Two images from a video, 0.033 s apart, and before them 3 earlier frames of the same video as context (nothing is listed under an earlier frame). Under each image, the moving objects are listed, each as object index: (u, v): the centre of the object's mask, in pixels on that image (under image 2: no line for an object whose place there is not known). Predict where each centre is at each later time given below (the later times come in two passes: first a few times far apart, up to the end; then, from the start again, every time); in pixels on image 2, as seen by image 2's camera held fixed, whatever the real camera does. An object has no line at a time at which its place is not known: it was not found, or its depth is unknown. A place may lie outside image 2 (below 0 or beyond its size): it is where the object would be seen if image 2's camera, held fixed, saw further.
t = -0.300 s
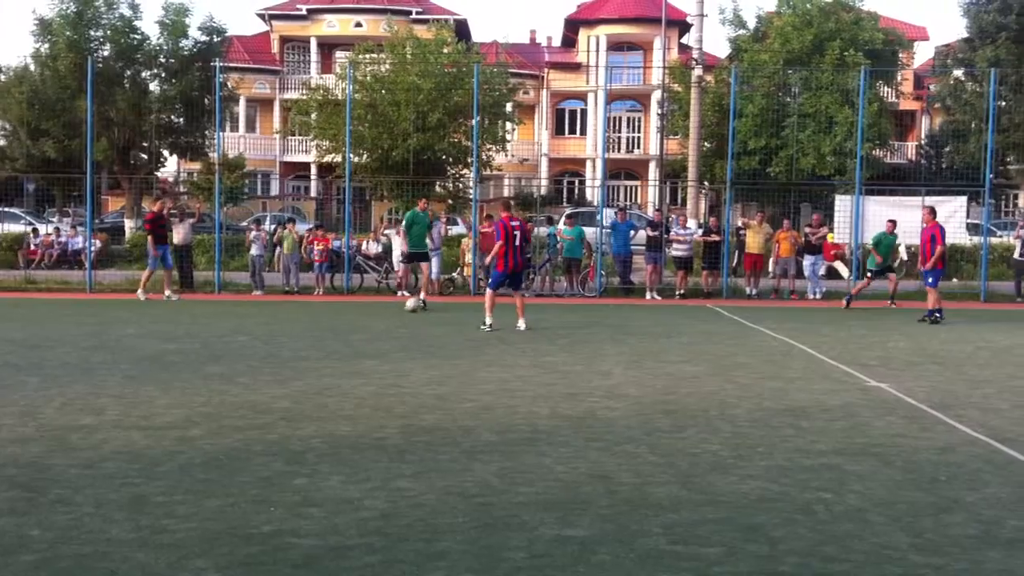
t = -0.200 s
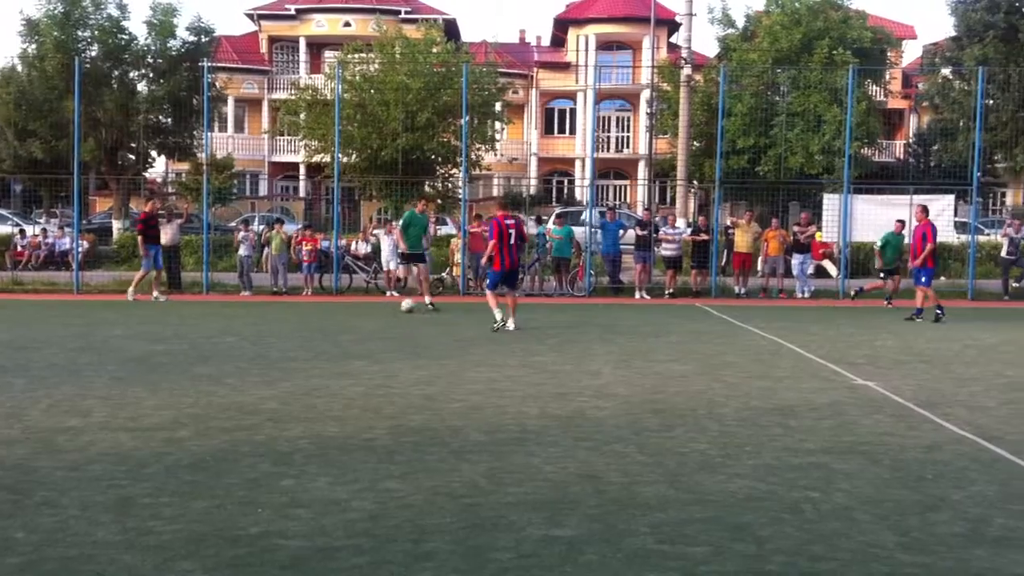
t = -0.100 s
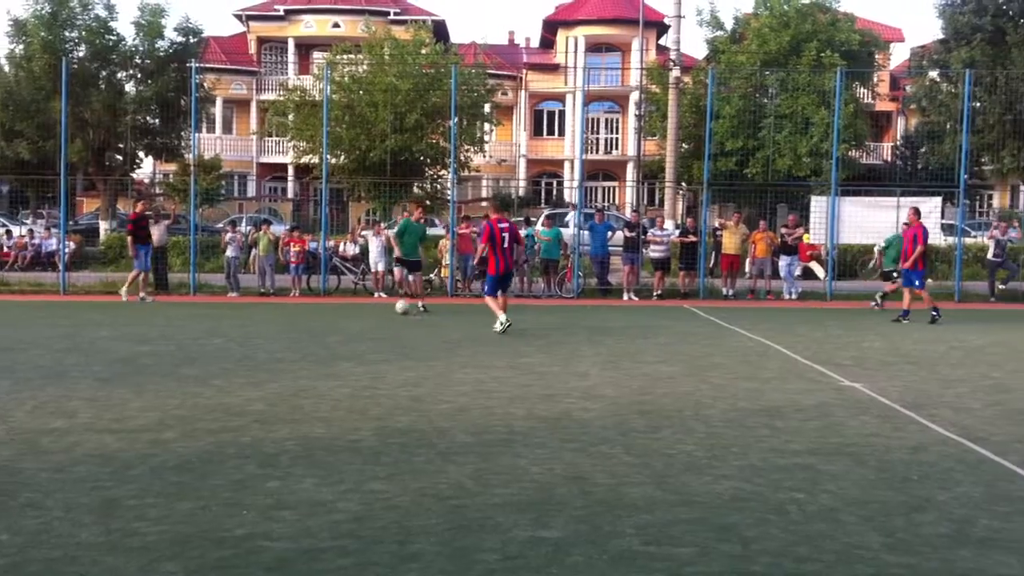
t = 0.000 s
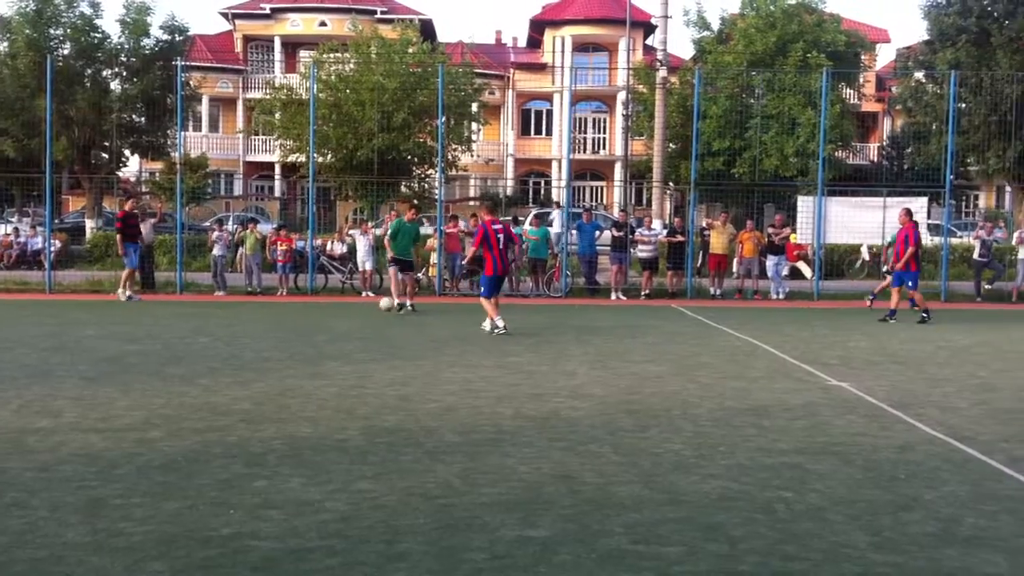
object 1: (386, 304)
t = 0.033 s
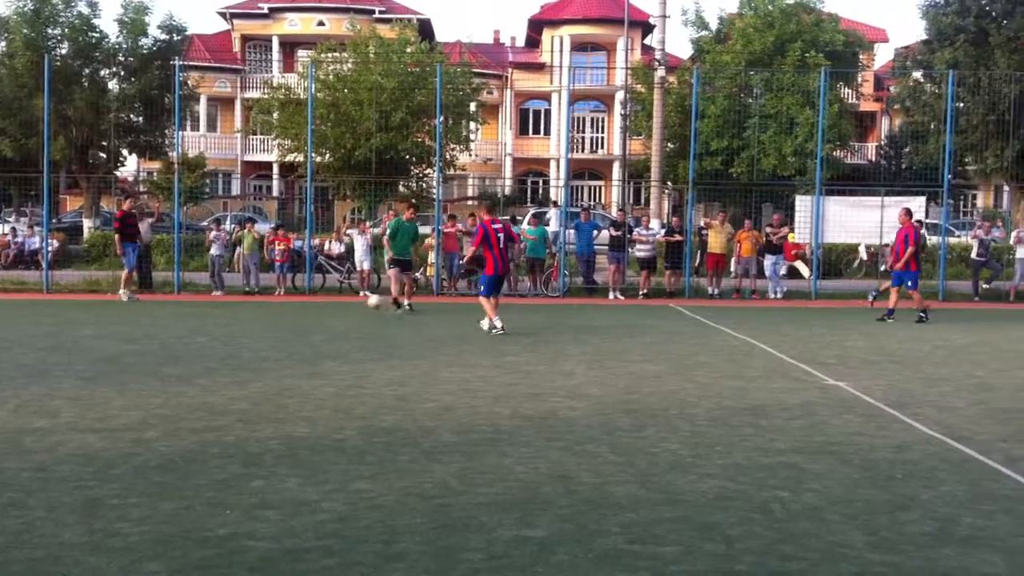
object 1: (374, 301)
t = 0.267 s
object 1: (300, 308)
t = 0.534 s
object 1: (198, 324)
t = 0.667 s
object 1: (144, 336)
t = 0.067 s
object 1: (366, 299)
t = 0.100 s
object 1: (354, 299)
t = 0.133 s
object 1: (345, 299)
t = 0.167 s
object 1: (335, 299)
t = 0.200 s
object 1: (324, 301)
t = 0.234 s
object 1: (312, 304)
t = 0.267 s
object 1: (300, 308)
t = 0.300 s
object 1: (287, 312)
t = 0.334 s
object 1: (274, 318)
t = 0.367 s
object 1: (260, 325)
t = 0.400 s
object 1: (247, 329)
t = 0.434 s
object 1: (236, 326)
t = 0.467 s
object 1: (224, 324)
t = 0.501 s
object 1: (211, 323)
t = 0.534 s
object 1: (198, 324)
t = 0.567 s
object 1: (185, 325)
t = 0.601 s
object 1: (171, 328)
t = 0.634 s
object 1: (159, 331)
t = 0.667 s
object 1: (144, 336)
